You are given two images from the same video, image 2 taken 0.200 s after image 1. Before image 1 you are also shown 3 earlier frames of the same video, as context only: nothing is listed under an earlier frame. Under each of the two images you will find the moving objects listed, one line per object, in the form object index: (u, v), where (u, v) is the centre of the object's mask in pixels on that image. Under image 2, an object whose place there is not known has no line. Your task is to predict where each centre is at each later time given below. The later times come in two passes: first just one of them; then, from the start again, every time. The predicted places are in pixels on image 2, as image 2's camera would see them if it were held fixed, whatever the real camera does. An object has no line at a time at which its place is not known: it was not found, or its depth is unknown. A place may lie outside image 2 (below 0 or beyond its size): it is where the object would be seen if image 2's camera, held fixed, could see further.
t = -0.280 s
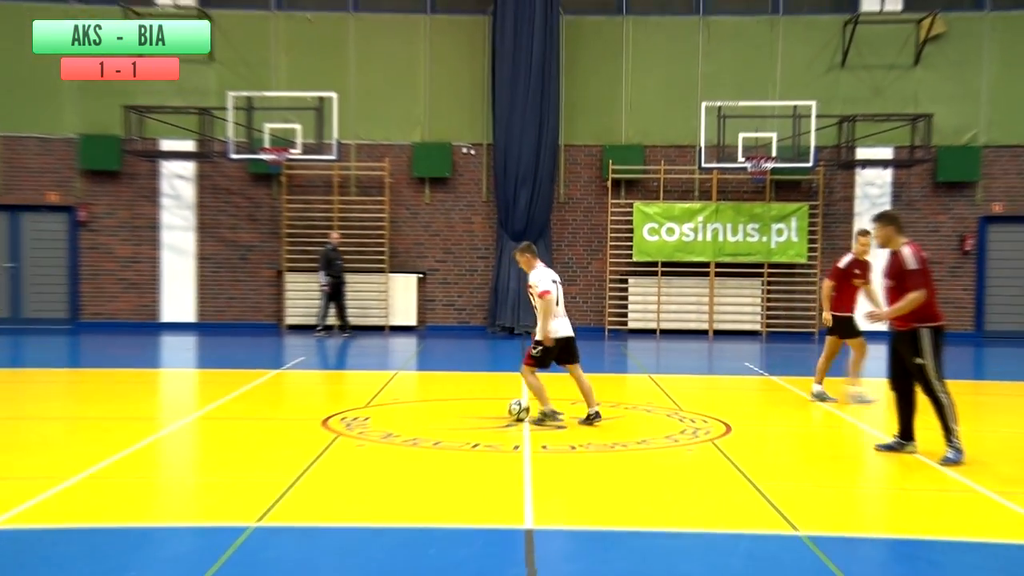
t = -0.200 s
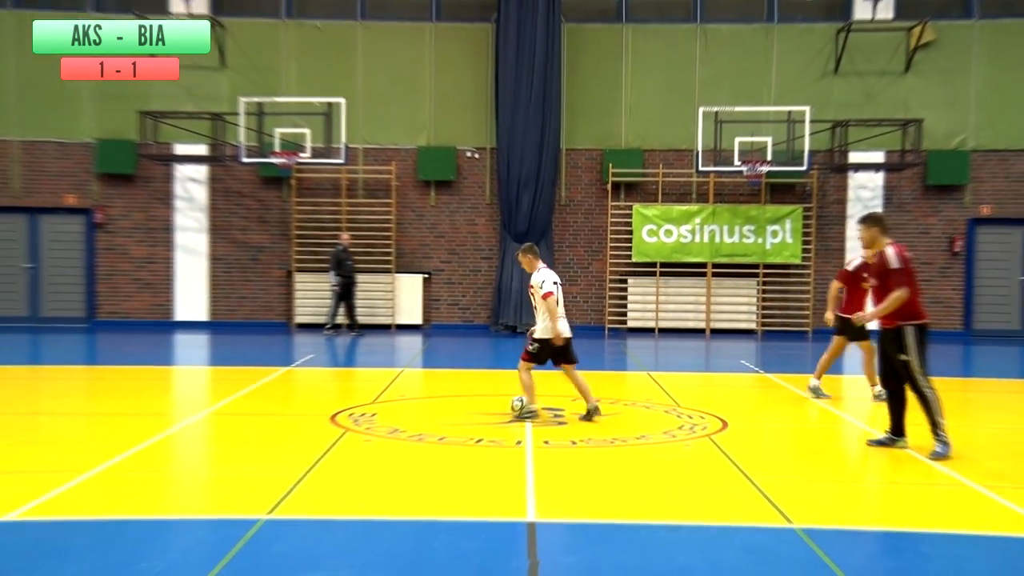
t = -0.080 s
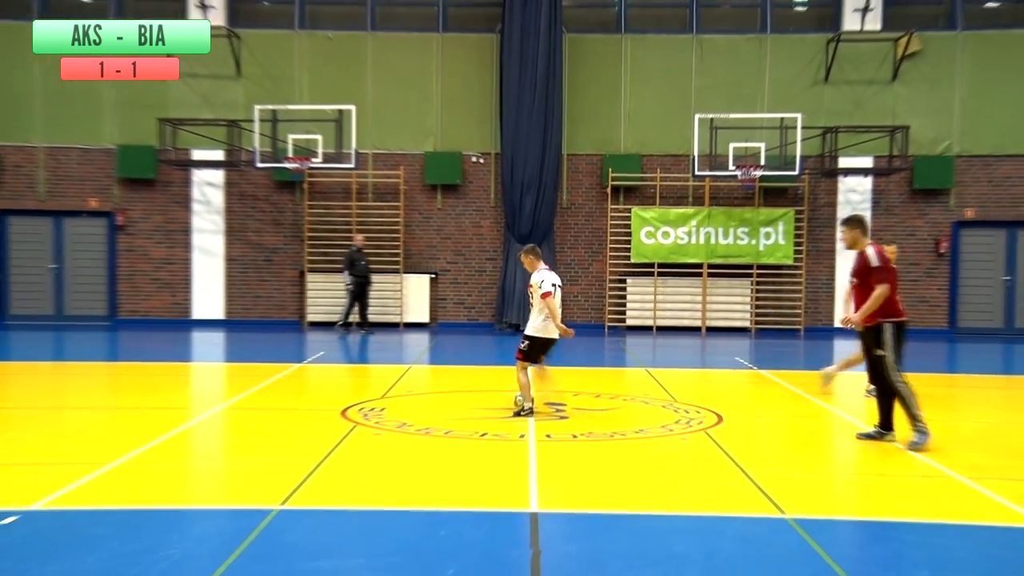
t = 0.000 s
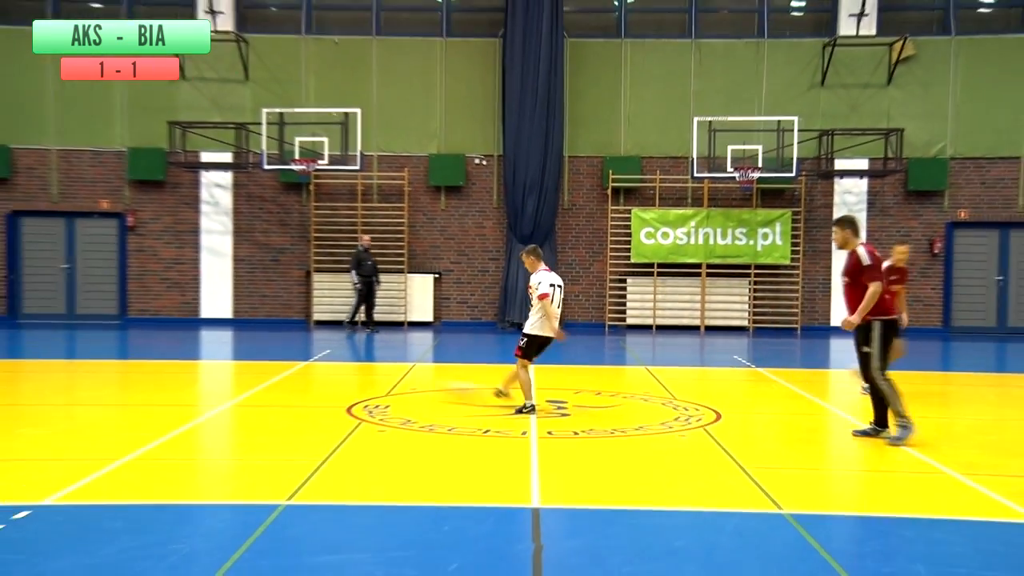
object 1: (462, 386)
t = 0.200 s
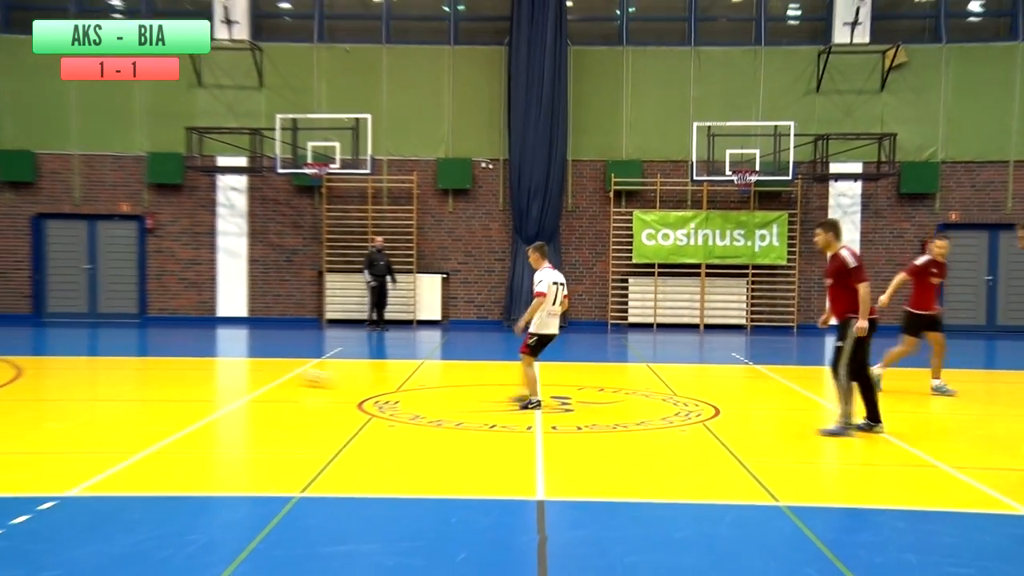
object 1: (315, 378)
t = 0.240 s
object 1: (287, 376)
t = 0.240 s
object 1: (287, 376)
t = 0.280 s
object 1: (260, 375)
